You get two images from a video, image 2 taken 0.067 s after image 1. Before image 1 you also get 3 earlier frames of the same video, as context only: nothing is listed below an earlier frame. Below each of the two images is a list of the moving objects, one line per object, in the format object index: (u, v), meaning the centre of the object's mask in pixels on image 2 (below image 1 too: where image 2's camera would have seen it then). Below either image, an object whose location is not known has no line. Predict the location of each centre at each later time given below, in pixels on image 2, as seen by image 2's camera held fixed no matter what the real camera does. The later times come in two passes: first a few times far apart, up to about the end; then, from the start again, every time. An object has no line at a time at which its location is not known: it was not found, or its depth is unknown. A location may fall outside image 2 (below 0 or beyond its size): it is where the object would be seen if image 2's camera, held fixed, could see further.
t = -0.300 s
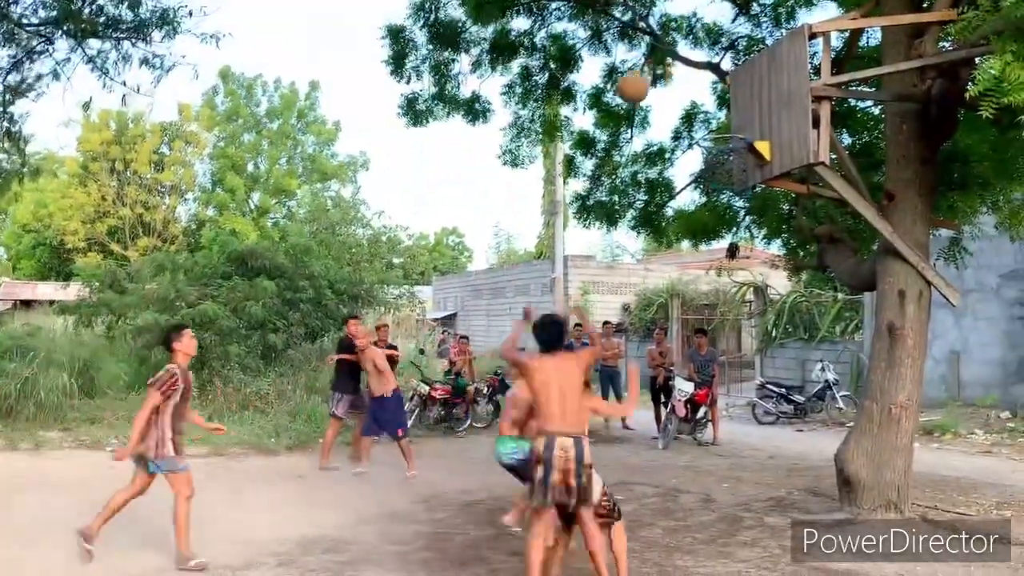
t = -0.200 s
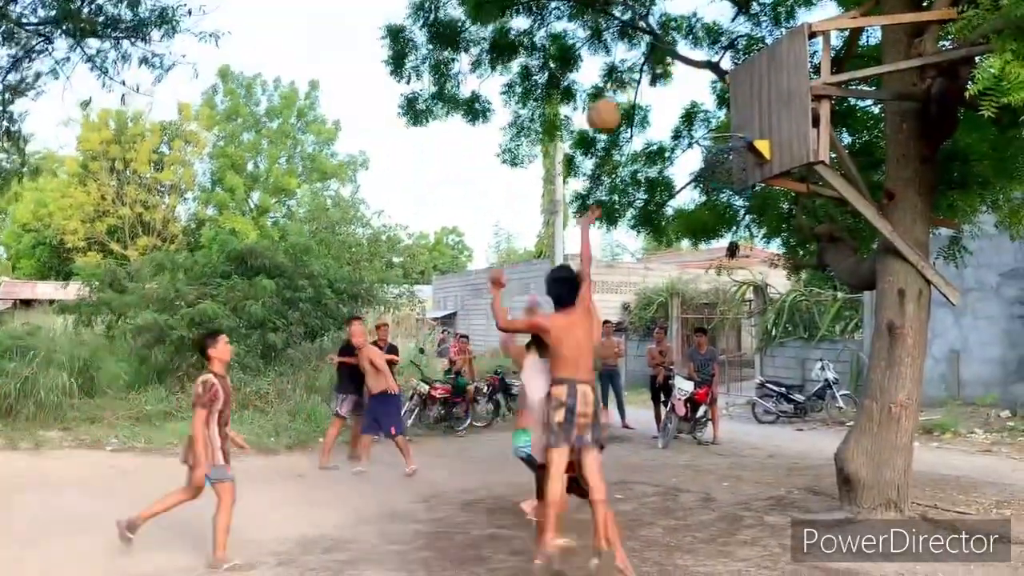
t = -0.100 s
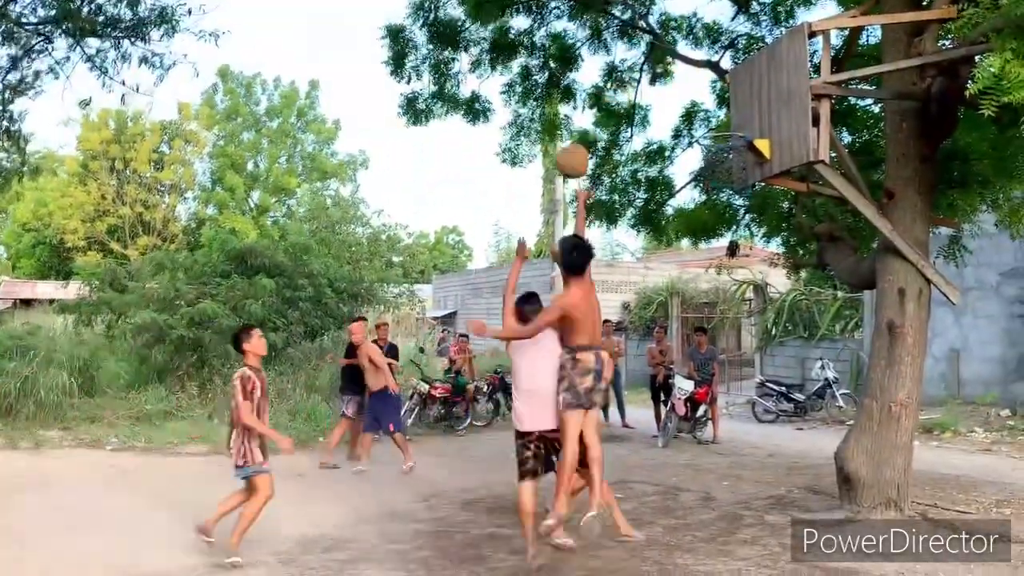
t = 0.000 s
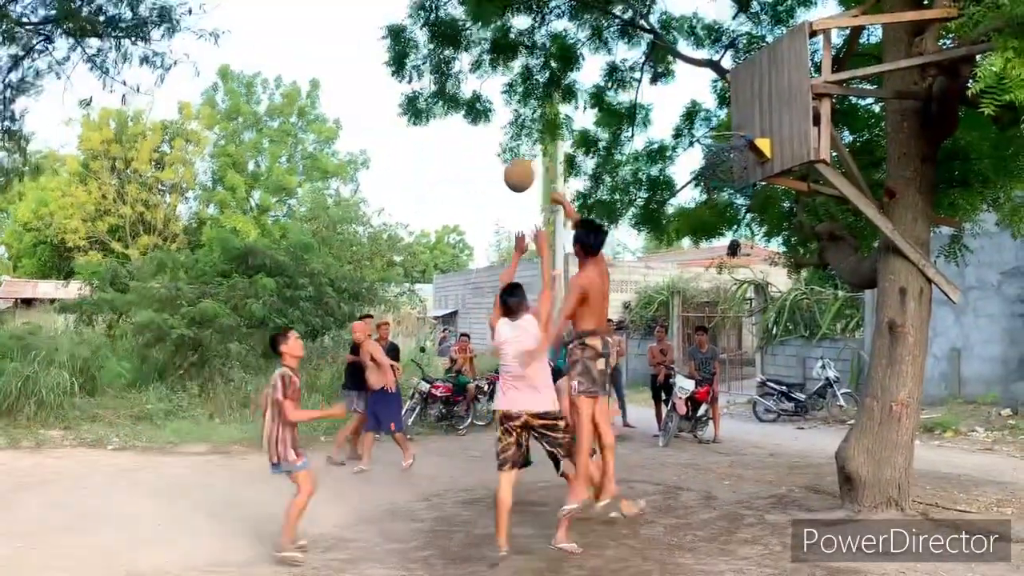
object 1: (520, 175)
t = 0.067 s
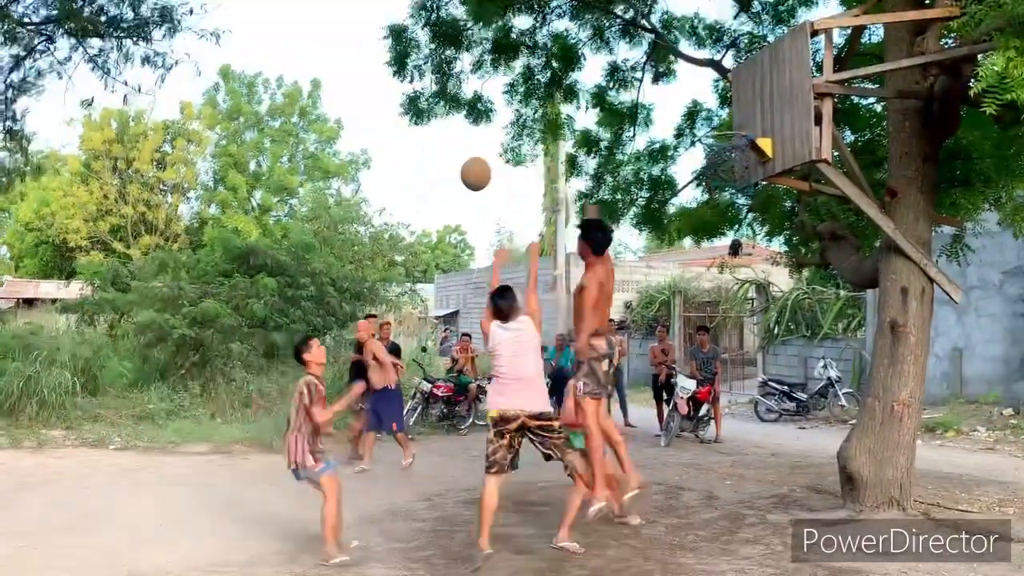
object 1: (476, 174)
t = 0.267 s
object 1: (345, 210)
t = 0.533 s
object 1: (175, 344)
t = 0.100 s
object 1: (453, 175)
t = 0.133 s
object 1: (431, 179)
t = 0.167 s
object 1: (409, 184)
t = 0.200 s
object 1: (387, 191)
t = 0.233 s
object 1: (366, 200)
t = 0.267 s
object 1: (345, 210)
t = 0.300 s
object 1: (324, 221)
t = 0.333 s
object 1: (301, 234)
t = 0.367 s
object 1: (280, 248)
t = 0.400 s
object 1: (260, 264)
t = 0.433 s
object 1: (238, 281)
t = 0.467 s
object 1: (217, 302)
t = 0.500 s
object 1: (196, 322)
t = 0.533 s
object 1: (175, 344)
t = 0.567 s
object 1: (155, 367)
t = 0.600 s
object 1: (134, 392)
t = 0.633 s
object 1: (111, 421)
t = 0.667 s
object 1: (89, 450)
